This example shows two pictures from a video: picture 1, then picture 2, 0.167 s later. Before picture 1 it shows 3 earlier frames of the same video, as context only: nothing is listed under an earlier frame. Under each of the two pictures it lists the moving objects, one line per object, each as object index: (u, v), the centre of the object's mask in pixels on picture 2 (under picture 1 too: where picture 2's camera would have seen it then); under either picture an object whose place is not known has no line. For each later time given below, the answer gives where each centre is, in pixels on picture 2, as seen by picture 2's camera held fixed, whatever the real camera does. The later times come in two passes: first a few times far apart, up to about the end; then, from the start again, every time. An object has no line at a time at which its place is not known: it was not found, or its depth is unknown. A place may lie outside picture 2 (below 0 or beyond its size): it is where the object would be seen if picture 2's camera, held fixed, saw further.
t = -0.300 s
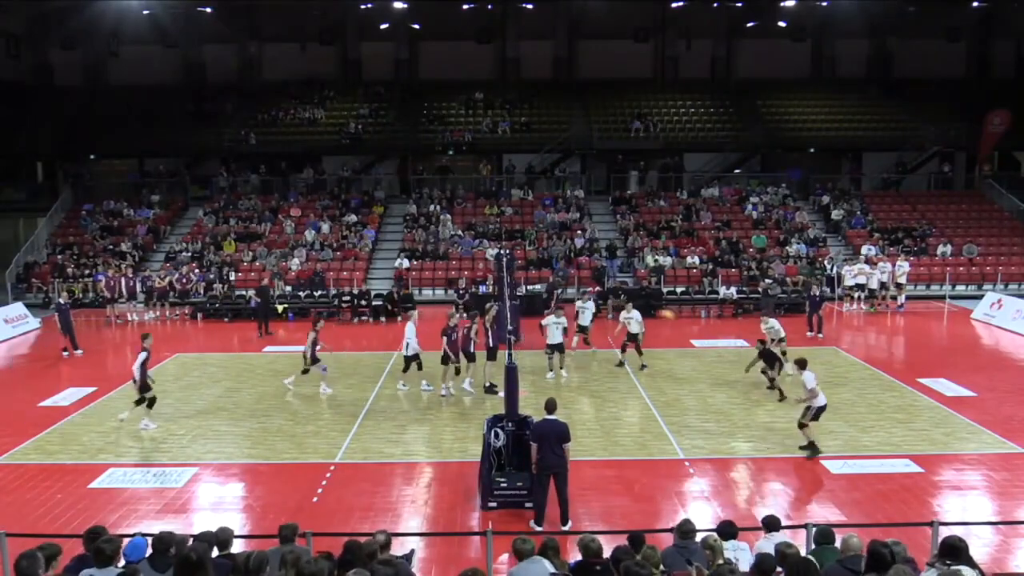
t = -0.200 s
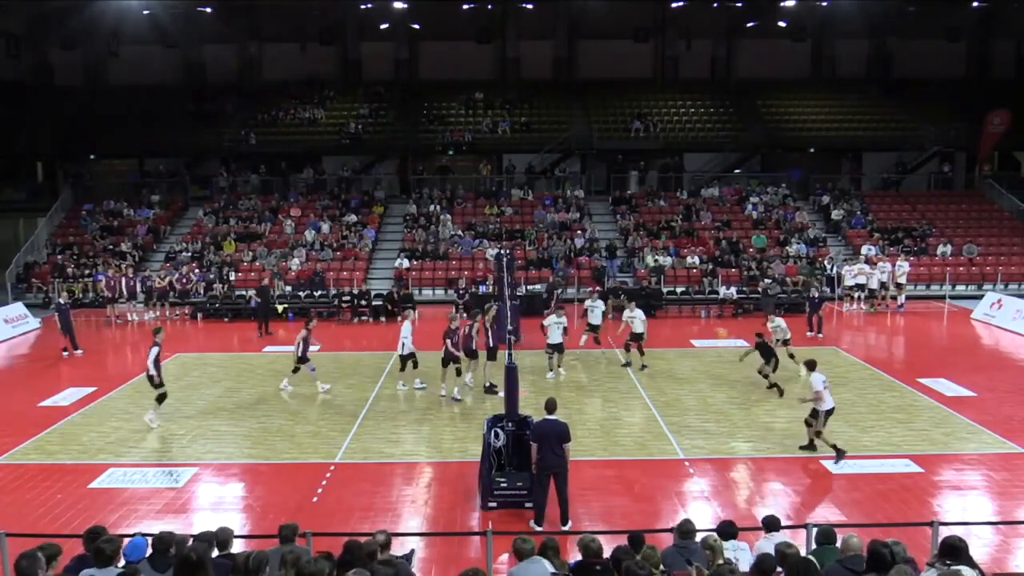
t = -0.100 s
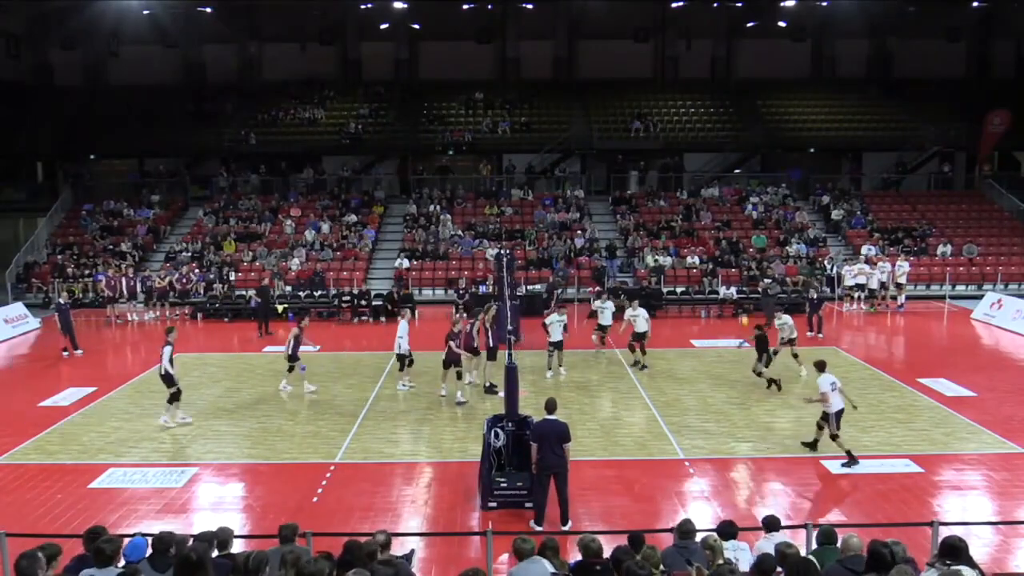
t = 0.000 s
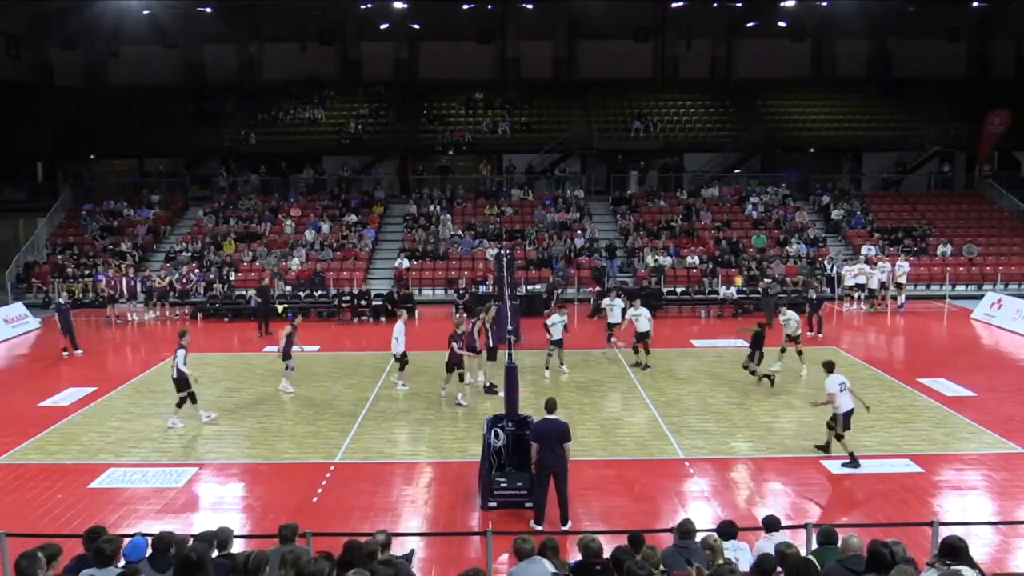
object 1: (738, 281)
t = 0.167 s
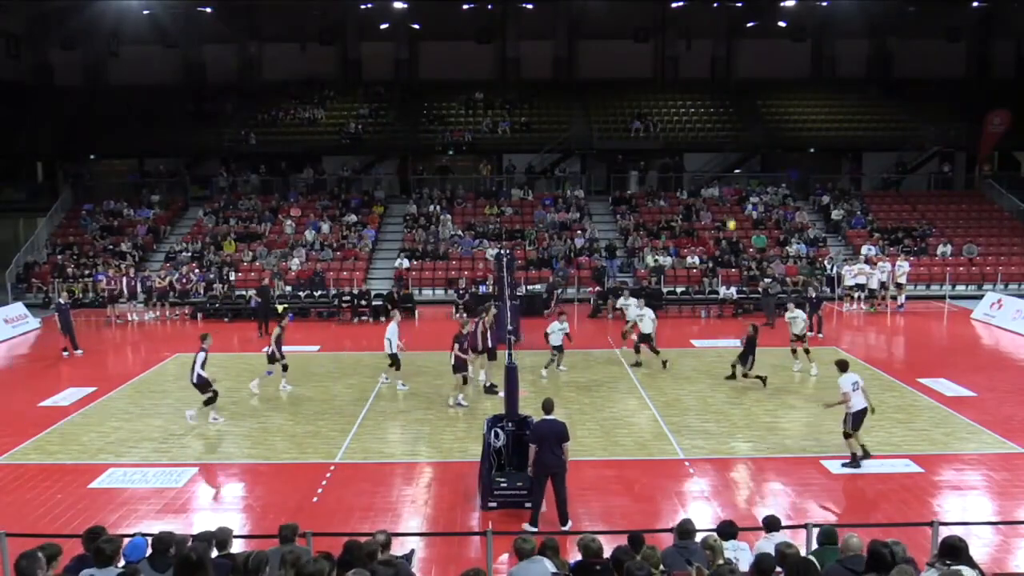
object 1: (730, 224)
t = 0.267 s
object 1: (727, 196)
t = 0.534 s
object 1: (715, 142)
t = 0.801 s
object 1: (705, 119)
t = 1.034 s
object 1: (694, 126)
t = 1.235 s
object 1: (685, 152)
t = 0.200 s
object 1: (729, 215)
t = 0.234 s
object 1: (728, 205)
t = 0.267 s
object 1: (727, 196)
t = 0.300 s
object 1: (725, 187)
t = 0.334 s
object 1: (723, 180)
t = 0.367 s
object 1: (722, 173)
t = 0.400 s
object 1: (720, 166)
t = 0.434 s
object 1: (720, 159)
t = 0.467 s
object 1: (718, 153)
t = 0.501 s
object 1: (716, 147)
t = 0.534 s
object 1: (715, 142)
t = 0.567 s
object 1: (714, 137)
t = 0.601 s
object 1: (713, 133)
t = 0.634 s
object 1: (711, 130)
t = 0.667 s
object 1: (710, 127)
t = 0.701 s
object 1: (708, 124)
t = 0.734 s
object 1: (707, 122)
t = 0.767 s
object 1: (706, 120)
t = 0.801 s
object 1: (705, 119)
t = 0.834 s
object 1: (703, 118)
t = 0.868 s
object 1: (702, 118)
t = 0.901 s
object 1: (700, 119)
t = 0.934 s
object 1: (699, 120)
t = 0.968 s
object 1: (697, 122)
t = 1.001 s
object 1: (696, 123)
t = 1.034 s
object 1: (694, 126)
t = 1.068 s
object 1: (693, 128)
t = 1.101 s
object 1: (691, 132)
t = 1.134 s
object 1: (690, 136)
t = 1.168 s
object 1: (689, 142)
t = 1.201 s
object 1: (687, 146)
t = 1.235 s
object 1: (685, 152)
